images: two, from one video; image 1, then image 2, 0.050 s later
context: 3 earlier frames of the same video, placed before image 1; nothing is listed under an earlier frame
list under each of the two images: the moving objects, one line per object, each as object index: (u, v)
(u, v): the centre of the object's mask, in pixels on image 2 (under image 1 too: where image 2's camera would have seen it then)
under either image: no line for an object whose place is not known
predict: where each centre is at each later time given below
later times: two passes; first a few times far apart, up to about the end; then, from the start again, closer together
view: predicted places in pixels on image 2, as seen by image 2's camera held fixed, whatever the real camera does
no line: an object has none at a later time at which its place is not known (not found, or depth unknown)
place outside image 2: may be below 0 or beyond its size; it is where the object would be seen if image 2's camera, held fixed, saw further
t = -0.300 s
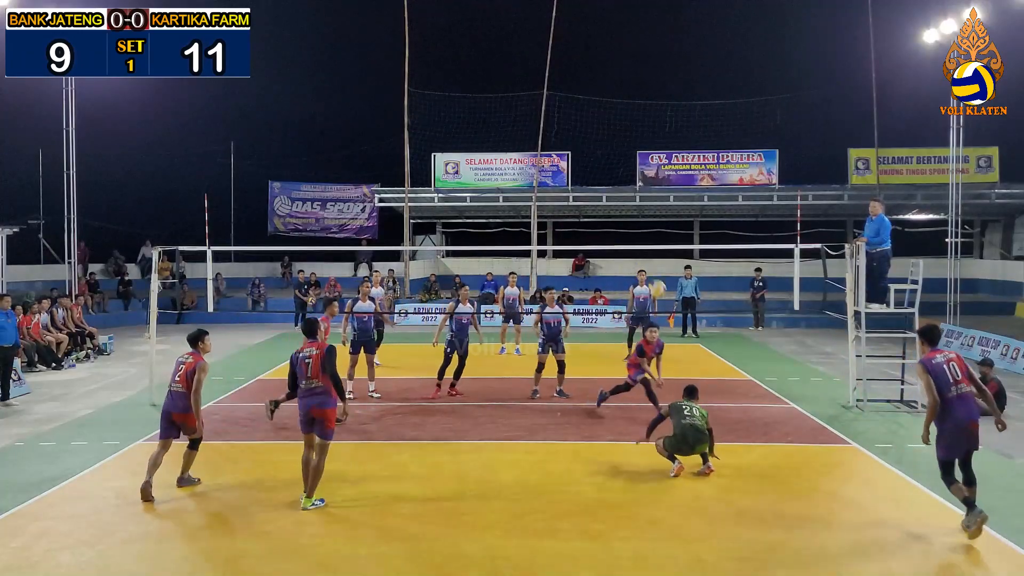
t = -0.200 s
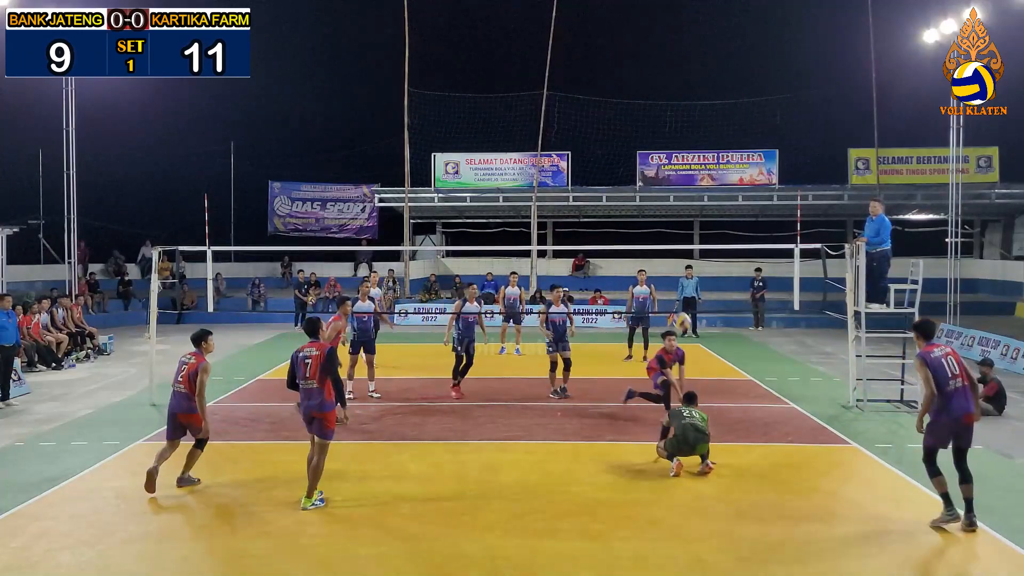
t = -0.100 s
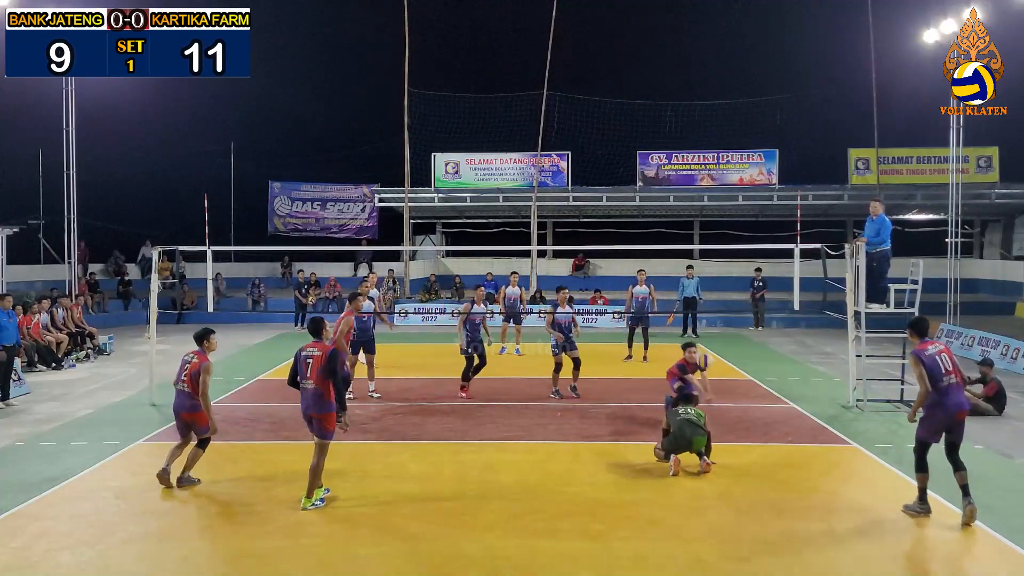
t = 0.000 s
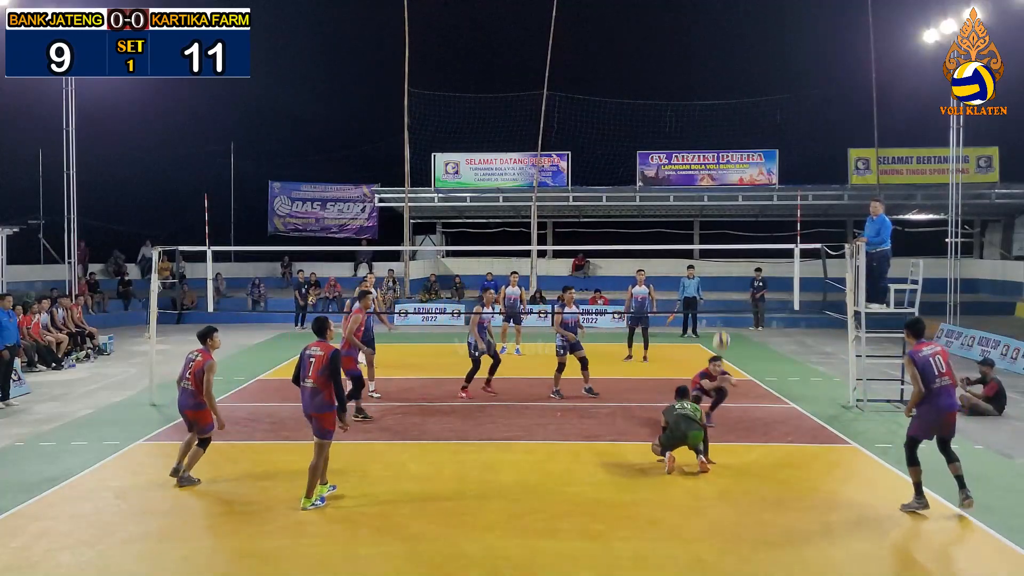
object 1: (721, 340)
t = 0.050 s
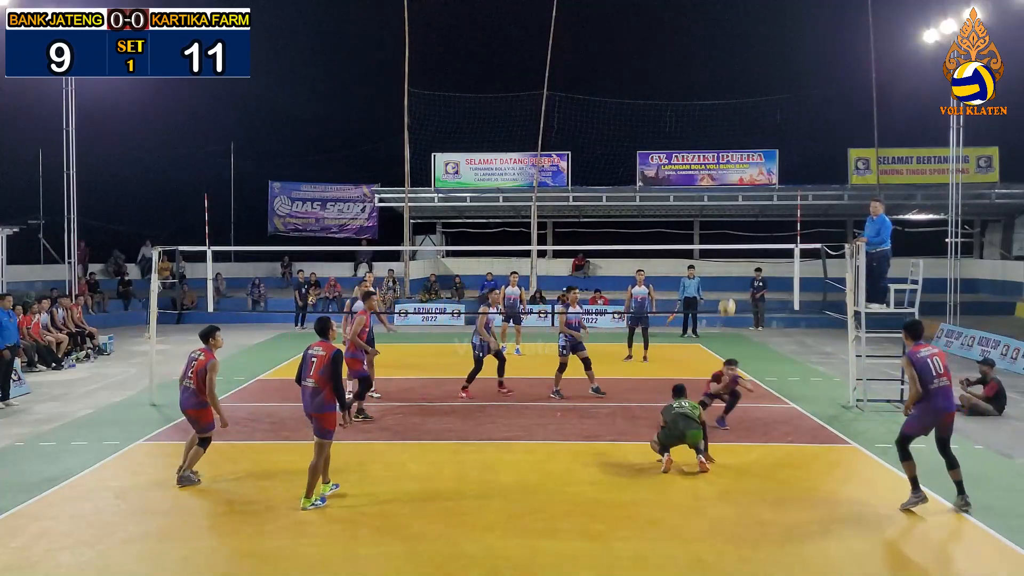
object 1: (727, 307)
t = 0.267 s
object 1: (750, 186)
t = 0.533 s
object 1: (777, 89)
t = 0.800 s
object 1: (805, 45)
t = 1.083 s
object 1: (831, 58)
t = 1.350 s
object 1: (855, 120)
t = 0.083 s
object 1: (730, 286)
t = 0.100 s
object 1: (732, 276)
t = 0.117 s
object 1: (735, 265)
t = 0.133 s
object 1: (735, 256)
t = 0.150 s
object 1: (737, 247)
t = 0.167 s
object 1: (739, 237)
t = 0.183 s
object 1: (740, 229)
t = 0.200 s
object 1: (742, 219)
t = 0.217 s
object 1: (744, 211)
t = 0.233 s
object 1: (746, 202)
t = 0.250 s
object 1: (748, 194)
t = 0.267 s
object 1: (750, 186)
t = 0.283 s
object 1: (752, 179)
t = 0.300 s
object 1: (752, 173)
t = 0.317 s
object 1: (756, 162)
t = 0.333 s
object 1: (758, 158)
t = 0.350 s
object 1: (758, 149)
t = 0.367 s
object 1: (760, 143)
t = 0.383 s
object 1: (761, 137)
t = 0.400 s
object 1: (763, 130)
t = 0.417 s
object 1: (765, 125)
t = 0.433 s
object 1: (767, 119)
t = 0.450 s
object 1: (769, 113)
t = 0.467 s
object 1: (770, 108)
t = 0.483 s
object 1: (772, 103)
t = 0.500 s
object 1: (774, 98)
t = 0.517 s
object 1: (775, 93)
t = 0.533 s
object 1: (777, 89)
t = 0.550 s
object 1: (779, 85)
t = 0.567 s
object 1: (780, 81)
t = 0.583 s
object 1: (782, 76)
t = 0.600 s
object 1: (784, 73)
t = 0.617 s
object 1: (786, 69)
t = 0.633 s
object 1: (788, 66)
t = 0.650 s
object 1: (789, 63)
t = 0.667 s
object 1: (791, 60)
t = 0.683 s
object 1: (793, 58)
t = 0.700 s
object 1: (794, 55)
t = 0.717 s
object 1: (796, 53)
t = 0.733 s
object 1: (798, 51)
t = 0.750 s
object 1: (799, 50)
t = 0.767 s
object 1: (801, 48)
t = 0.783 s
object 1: (803, 47)
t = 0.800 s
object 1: (805, 45)
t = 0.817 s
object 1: (806, 45)
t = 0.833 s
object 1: (808, 44)
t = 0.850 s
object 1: (810, 43)
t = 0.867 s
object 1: (811, 43)
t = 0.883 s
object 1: (813, 43)
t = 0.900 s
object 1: (814, 43)
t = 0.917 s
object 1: (816, 43)
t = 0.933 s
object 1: (818, 44)
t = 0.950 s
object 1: (819, 45)
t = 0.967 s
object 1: (821, 45)
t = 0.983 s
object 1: (822, 47)
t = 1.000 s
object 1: (824, 48)
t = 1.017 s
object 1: (825, 50)
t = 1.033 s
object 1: (827, 51)
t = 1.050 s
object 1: (828, 53)
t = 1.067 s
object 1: (830, 55)
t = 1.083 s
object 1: (831, 58)
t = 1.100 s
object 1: (833, 60)
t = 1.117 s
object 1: (835, 63)
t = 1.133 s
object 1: (836, 65)
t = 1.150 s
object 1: (837, 68)
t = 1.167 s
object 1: (839, 72)
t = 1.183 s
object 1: (841, 75)
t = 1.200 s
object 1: (842, 79)
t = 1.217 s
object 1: (843, 83)
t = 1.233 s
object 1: (845, 87)
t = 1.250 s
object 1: (846, 91)
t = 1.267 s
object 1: (848, 95)
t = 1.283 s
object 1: (849, 100)
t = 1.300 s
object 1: (851, 104)
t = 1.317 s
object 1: (852, 109)
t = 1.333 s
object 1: (854, 115)
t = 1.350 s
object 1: (855, 120)
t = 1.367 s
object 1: (856, 125)
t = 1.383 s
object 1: (858, 131)
